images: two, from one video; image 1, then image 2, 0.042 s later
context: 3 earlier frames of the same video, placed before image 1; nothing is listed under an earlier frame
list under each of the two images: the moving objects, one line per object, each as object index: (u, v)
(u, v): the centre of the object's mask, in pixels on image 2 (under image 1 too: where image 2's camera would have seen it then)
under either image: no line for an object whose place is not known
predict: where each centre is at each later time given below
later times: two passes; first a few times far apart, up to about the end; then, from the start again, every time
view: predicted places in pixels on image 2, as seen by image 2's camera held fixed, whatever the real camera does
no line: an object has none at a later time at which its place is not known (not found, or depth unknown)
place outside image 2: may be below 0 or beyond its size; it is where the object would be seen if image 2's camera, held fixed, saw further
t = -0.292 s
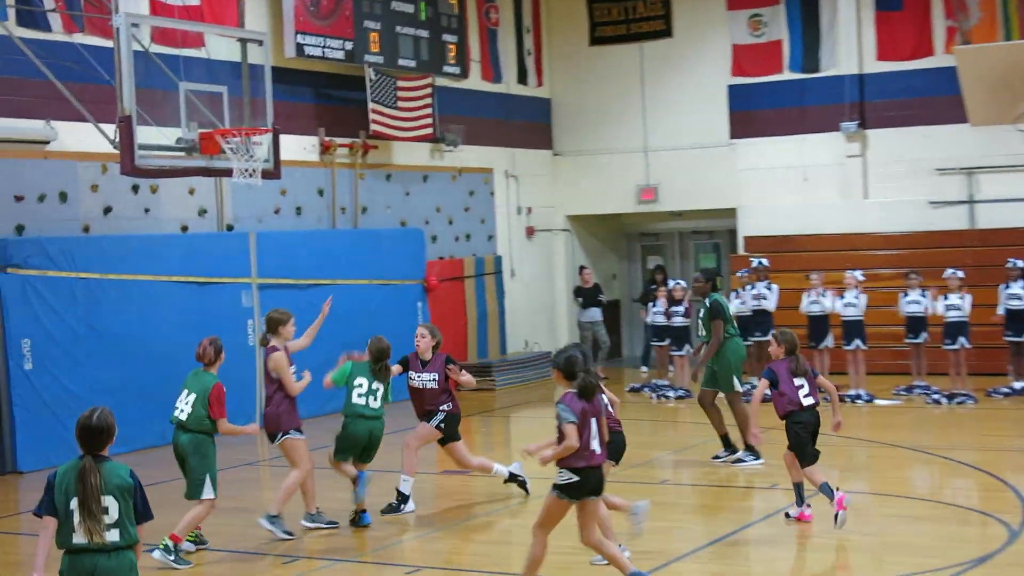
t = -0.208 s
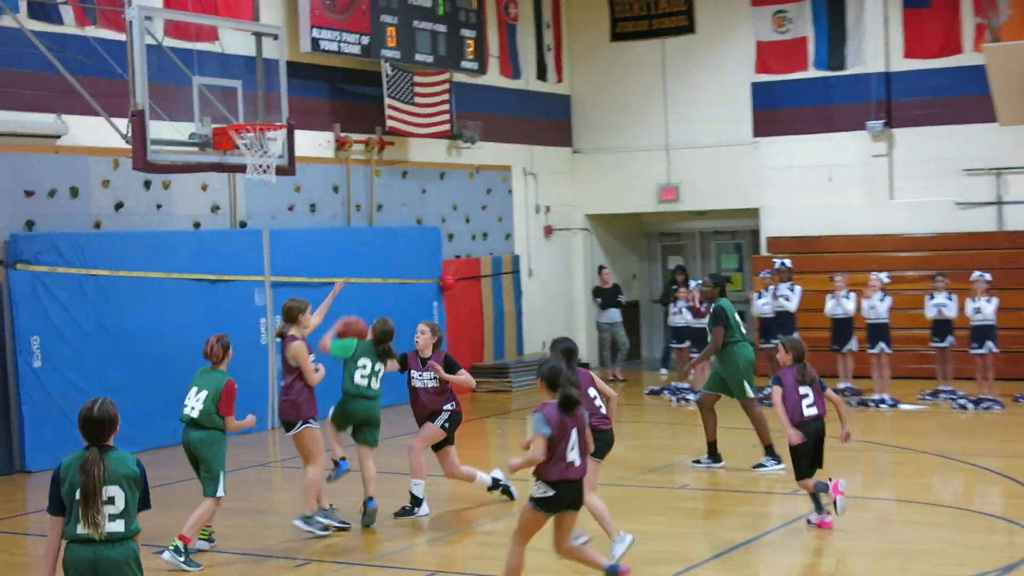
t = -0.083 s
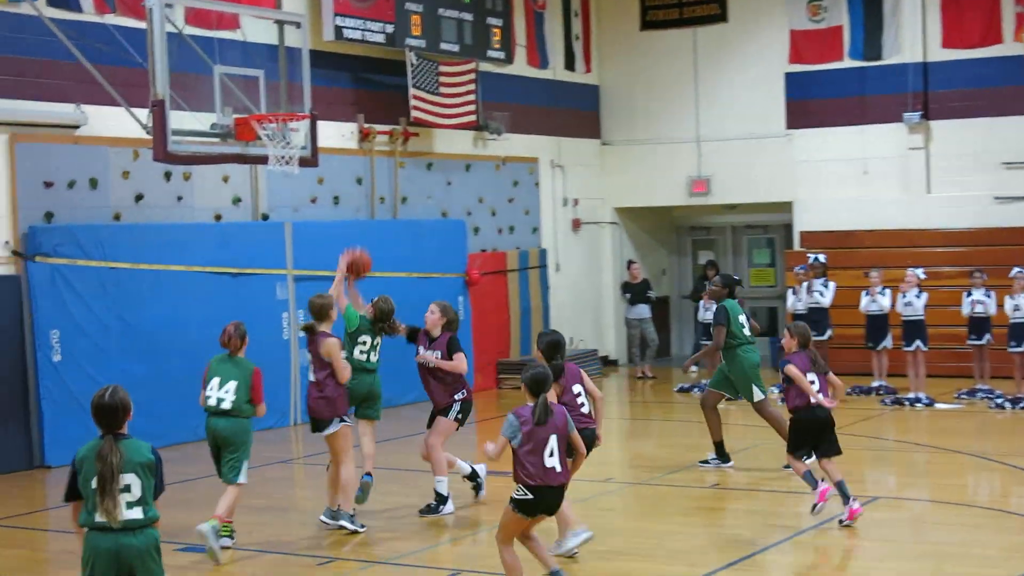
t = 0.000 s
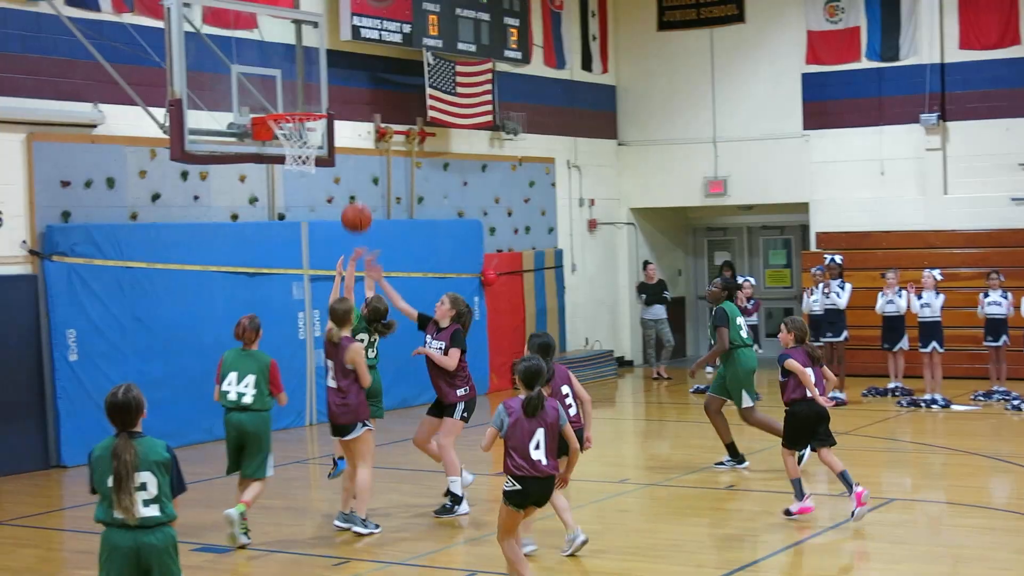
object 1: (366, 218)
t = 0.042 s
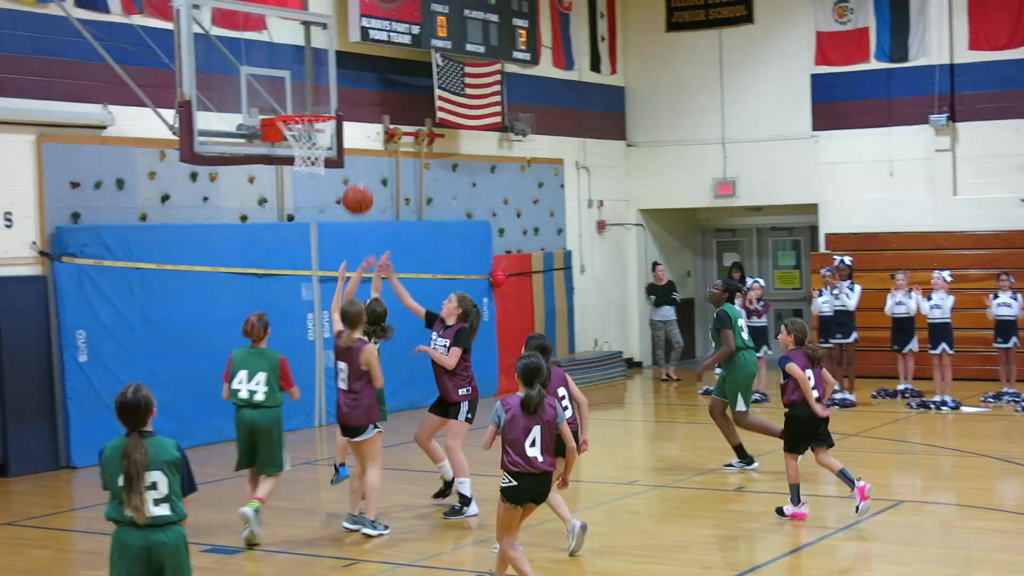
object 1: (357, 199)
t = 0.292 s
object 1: (313, 130)
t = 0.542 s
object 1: (272, 141)
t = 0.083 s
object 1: (349, 182)
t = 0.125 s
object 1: (342, 167)
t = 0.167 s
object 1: (334, 155)
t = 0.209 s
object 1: (327, 144)
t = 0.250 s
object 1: (320, 136)
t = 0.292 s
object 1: (313, 130)
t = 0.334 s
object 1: (306, 127)
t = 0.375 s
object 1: (299, 125)
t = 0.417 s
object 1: (291, 126)
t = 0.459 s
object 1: (285, 128)
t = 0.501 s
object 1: (279, 134)
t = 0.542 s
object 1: (272, 141)
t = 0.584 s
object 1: (265, 150)
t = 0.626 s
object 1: (258, 161)
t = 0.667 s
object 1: (252, 175)
